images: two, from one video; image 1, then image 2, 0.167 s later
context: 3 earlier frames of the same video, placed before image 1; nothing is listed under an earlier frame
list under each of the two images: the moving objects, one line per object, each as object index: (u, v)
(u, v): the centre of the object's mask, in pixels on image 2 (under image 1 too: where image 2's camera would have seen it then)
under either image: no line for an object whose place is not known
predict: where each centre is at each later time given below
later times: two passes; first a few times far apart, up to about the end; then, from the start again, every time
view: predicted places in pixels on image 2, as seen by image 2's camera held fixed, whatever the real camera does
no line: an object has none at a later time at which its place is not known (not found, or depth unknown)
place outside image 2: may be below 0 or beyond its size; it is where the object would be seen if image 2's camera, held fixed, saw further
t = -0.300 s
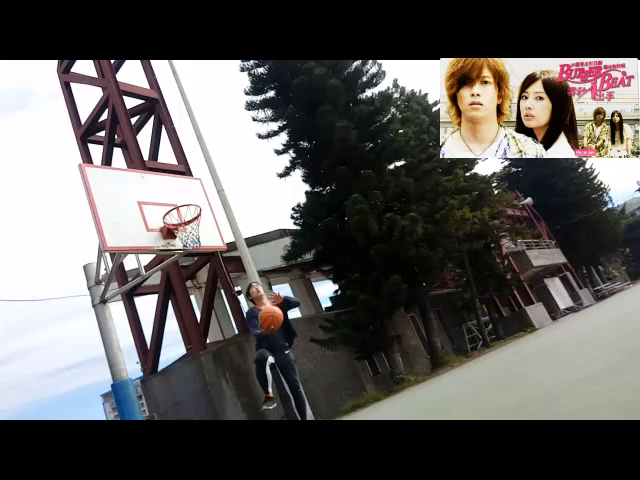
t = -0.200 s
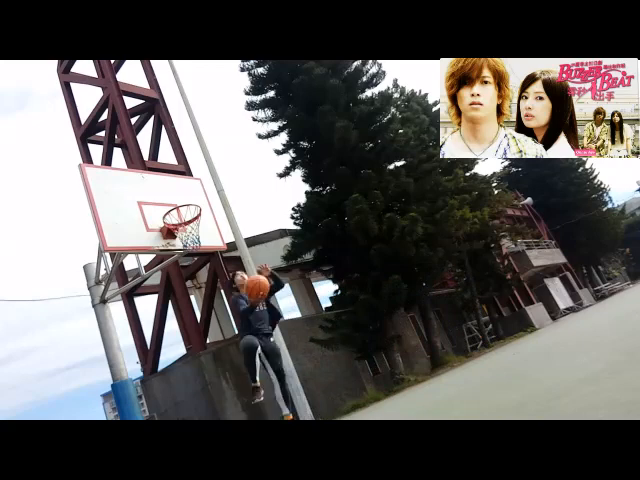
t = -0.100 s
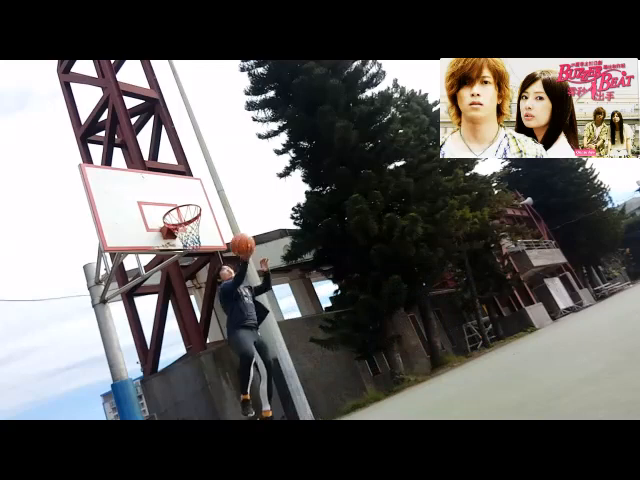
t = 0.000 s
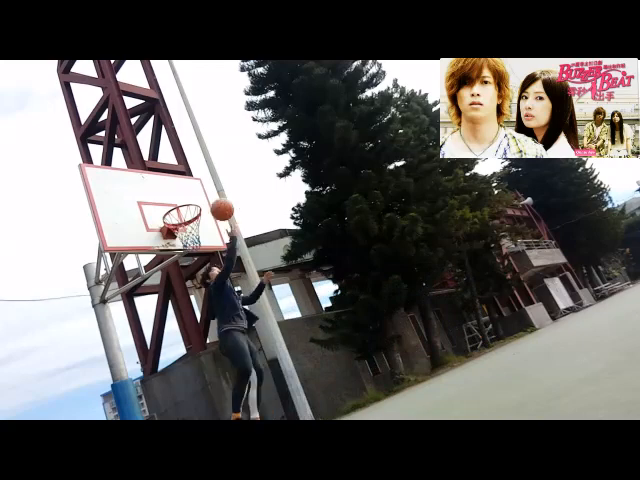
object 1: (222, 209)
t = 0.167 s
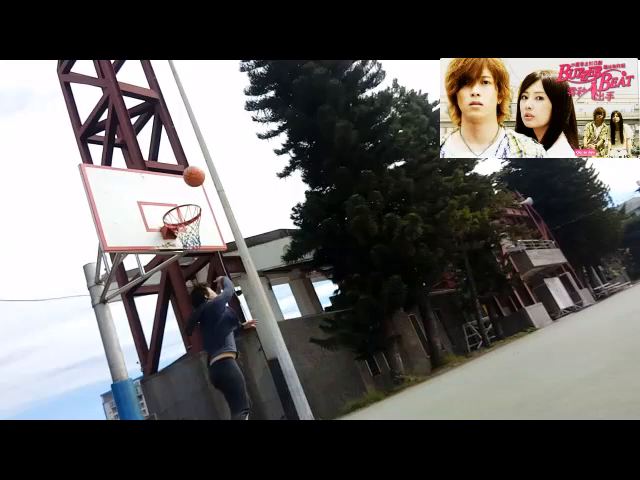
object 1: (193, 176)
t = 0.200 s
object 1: (189, 172)
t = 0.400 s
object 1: (170, 171)
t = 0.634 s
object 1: (165, 202)
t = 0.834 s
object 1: (192, 214)
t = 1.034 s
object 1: (184, 234)
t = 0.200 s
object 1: (189, 172)
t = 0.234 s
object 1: (186, 170)
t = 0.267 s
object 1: (183, 168)
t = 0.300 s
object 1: (178, 167)
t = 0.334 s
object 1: (175, 167)
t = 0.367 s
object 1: (173, 169)
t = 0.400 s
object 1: (170, 171)
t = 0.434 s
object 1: (169, 172)
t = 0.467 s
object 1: (168, 176)
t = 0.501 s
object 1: (167, 180)
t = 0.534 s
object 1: (166, 184)
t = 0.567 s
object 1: (165, 190)
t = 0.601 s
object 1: (165, 196)
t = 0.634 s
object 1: (165, 202)
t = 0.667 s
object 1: (167, 207)
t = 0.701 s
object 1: (173, 209)
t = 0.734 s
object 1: (179, 211)
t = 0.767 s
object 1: (185, 214)
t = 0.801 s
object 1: (187, 214)
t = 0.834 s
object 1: (192, 214)
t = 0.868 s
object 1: (192, 216)
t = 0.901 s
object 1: (191, 220)
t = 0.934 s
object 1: (190, 223)
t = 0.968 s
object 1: (188, 226)
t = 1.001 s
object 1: (185, 229)
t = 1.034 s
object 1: (184, 234)
